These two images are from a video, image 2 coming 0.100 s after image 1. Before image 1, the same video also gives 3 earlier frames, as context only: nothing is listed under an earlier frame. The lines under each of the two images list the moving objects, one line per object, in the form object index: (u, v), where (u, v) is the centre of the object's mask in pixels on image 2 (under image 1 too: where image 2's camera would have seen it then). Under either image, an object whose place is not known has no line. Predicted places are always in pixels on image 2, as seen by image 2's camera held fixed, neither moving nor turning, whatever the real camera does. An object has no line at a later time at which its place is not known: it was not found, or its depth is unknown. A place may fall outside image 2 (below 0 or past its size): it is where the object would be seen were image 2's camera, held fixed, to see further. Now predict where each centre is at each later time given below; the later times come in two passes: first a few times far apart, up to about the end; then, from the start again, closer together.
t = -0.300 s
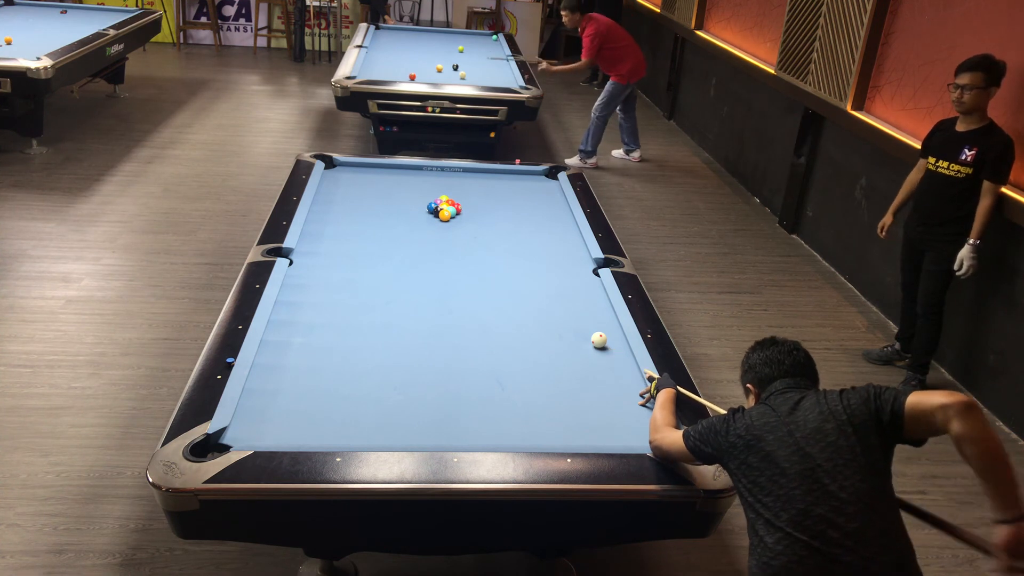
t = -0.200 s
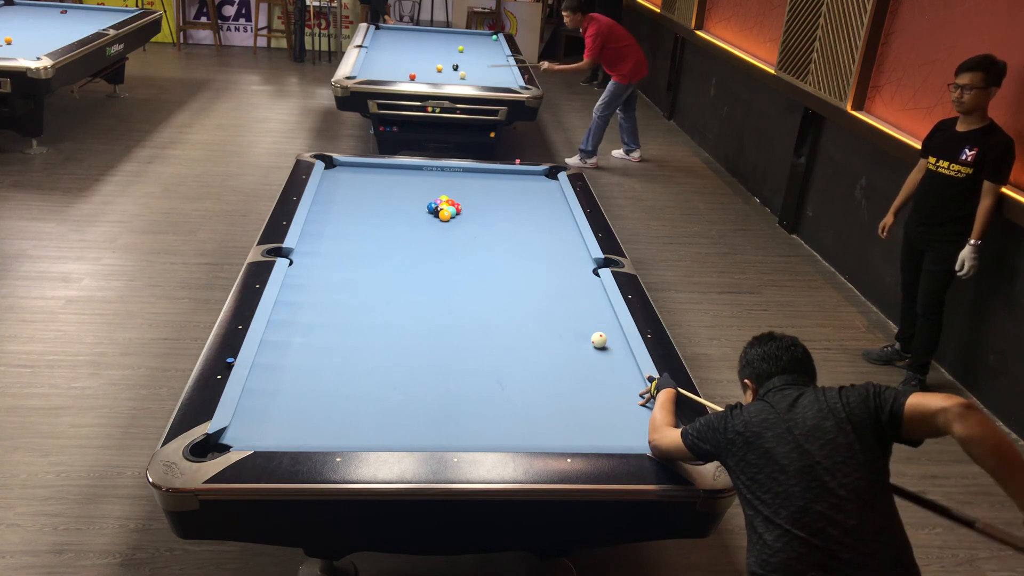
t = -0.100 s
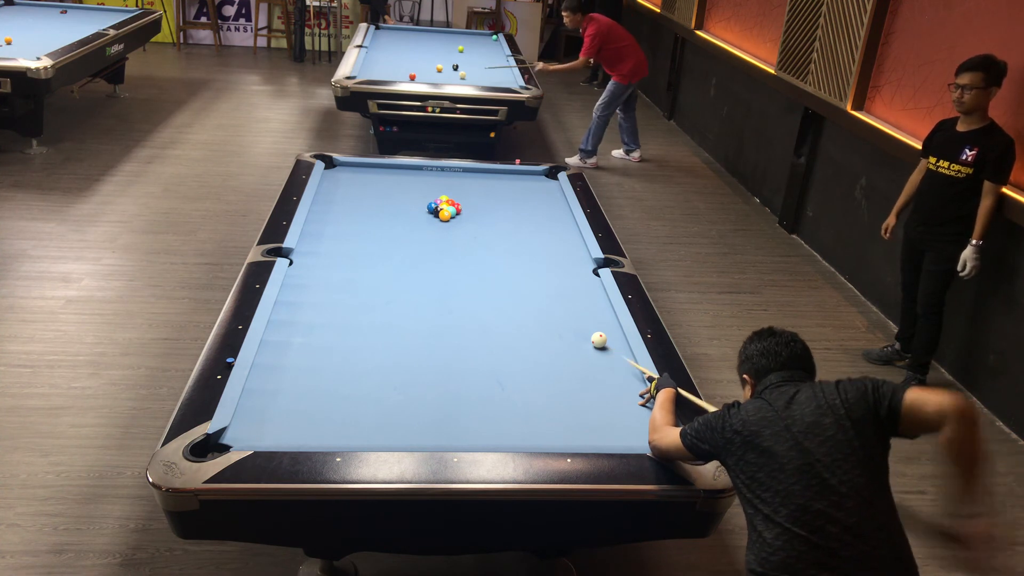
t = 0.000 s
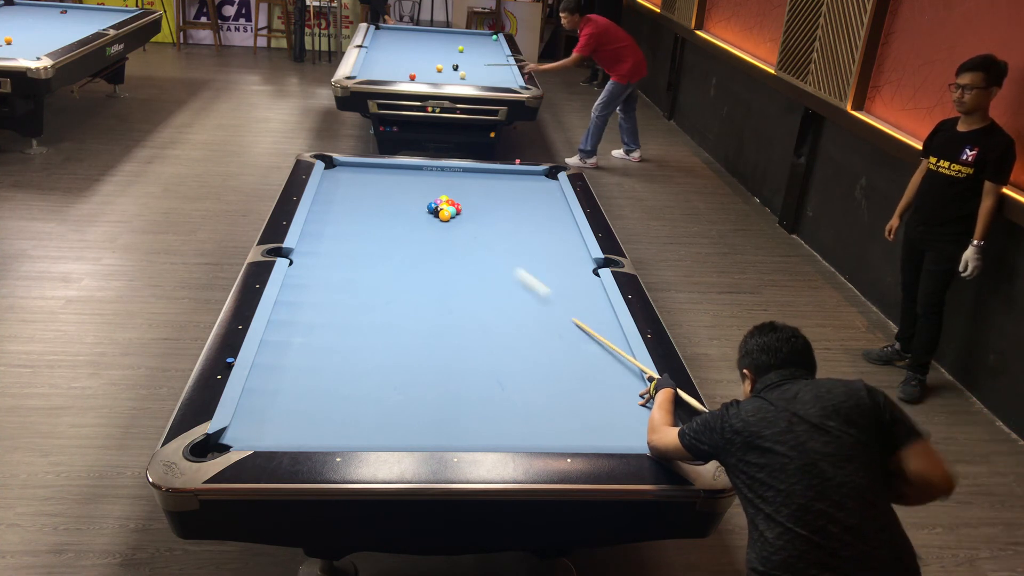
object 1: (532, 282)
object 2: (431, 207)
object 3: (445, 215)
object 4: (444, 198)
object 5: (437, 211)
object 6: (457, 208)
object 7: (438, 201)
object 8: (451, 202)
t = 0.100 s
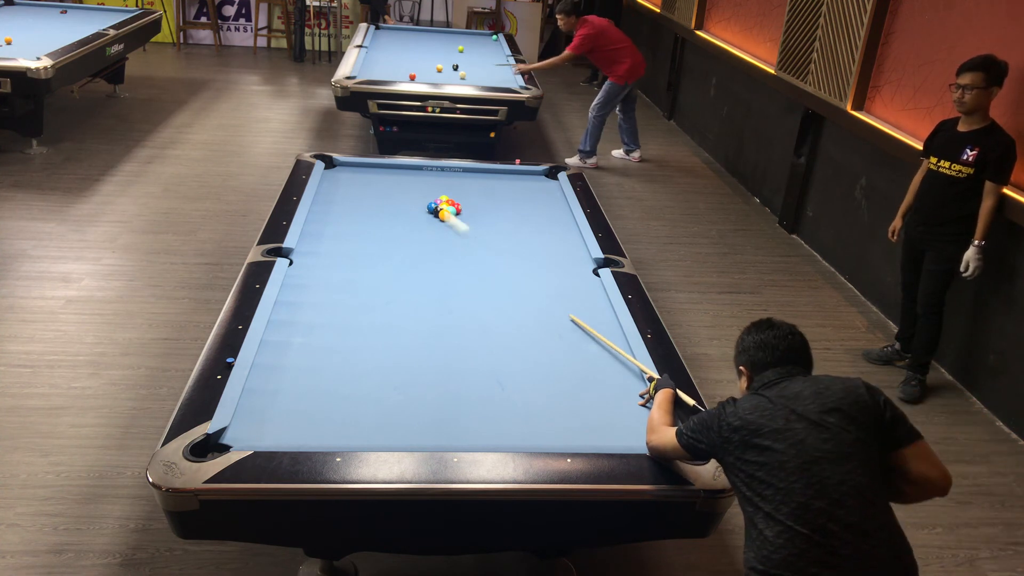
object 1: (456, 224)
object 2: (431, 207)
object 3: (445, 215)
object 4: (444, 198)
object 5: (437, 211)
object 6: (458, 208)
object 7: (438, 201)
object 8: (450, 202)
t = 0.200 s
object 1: (454, 223)
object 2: (363, 189)
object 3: (429, 221)
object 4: (454, 187)
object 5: (414, 213)
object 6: (478, 202)
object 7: (436, 201)
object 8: (464, 198)
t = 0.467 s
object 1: (466, 230)
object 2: (411, 171)
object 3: (391, 236)
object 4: (476, 177)
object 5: (356, 216)
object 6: (527, 187)
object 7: (429, 193)
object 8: (493, 184)
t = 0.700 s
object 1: (477, 237)
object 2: (479, 174)
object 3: (355, 252)
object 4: (491, 191)
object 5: (315, 218)
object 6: (547, 177)
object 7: (425, 186)
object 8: (515, 173)
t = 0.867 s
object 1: (484, 242)
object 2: (522, 180)
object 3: (328, 263)
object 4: (503, 201)
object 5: (333, 223)
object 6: (534, 173)
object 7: (421, 182)
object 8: (529, 176)
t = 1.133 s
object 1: (495, 249)
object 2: (539, 192)
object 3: (295, 282)
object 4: (522, 219)
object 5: (361, 229)
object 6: (513, 177)
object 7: (416, 176)
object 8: (551, 181)
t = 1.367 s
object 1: (504, 255)
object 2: (515, 203)
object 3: (308, 299)
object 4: (540, 235)
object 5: (385, 235)
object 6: (497, 179)
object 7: (412, 170)
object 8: (549, 184)
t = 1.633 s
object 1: (514, 263)
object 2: (485, 217)
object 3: (324, 319)
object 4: (562, 255)
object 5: (411, 241)
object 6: (479, 182)
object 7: (408, 168)
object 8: (541, 188)
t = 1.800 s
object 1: (520, 267)
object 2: (466, 226)
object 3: (334, 332)
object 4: (577, 268)
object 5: (427, 245)
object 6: (467, 184)
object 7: (406, 170)
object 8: (536, 190)
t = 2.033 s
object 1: (528, 273)
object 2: (436, 240)
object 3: (350, 351)
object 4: (597, 287)
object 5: (449, 250)
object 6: (452, 186)
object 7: (404, 172)
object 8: (529, 193)
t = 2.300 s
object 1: (537, 279)
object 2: (401, 258)
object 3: (368, 373)
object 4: (597, 307)
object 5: (474, 257)
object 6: (435, 189)
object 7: (402, 174)
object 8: (522, 196)
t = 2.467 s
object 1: (542, 283)
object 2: (376, 270)
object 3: (379, 388)
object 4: (596, 320)
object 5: (488, 260)
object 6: (424, 190)
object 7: (400, 175)
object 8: (518, 198)
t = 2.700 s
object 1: (549, 288)
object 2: (340, 287)
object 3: (396, 410)
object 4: (596, 340)
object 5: (509, 265)
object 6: (409, 192)
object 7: (398, 176)
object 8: (512, 200)
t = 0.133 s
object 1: (451, 220)
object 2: (413, 202)
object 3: (440, 216)
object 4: (447, 195)
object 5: (431, 211)
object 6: (463, 206)
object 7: (437, 201)
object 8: (454, 201)
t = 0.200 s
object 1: (454, 223)
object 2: (363, 189)
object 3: (429, 221)
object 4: (454, 187)
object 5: (414, 213)
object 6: (478, 202)
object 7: (436, 201)
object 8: (464, 198)
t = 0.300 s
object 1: (459, 226)
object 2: (342, 177)
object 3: (415, 226)
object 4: (464, 175)
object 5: (391, 214)
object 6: (499, 195)
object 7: (433, 197)
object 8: (476, 192)
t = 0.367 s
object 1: (462, 228)
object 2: (373, 174)
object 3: (406, 230)
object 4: (469, 171)
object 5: (377, 215)
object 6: (511, 192)
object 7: (432, 195)
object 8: (483, 189)
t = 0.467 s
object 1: (466, 230)
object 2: (411, 171)
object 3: (391, 236)
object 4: (476, 177)
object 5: (356, 216)
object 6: (527, 187)
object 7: (429, 193)
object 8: (493, 184)
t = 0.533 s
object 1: (469, 233)
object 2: (434, 170)
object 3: (381, 241)
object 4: (480, 181)
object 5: (341, 217)
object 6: (538, 184)
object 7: (428, 191)
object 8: (500, 181)
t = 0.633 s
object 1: (474, 235)
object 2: (461, 172)
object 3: (366, 247)
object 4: (487, 187)
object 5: (319, 217)
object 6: (552, 179)
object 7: (426, 188)
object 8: (509, 176)
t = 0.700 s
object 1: (477, 237)
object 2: (479, 174)
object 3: (355, 252)
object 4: (491, 191)
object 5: (315, 218)
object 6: (547, 177)
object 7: (425, 186)
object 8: (515, 173)
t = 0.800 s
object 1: (481, 240)
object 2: (504, 177)
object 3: (339, 258)
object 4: (498, 197)
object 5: (326, 221)
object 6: (538, 174)
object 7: (422, 184)
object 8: (524, 174)
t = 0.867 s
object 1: (484, 242)
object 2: (522, 180)
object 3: (328, 263)
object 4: (503, 201)
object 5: (333, 223)
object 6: (534, 173)
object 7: (421, 182)
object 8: (529, 176)
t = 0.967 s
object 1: (488, 245)
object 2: (548, 184)
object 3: (311, 270)
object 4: (510, 208)
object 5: (343, 225)
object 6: (525, 175)
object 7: (419, 179)
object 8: (537, 178)
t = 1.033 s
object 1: (491, 246)
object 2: (551, 187)
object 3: (299, 275)
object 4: (515, 212)
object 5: (351, 227)
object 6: (520, 175)
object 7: (418, 178)
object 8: (542, 179)
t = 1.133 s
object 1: (495, 249)
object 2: (539, 192)
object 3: (295, 282)
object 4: (522, 219)
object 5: (361, 229)
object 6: (513, 177)
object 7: (416, 176)
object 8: (551, 181)
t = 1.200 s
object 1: (498, 251)
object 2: (532, 195)
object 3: (298, 287)
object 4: (527, 223)
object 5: (368, 231)
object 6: (509, 177)
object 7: (415, 174)
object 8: (554, 182)
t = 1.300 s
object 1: (501, 254)
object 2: (522, 200)
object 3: (304, 294)
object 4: (535, 230)
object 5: (378, 234)
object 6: (502, 178)
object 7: (413, 172)
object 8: (551, 183)
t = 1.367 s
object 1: (504, 255)
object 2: (515, 203)
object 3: (308, 299)
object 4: (540, 235)
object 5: (385, 235)
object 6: (497, 179)
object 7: (412, 170)
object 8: (549, 184)
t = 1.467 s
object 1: (508, 258)
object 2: (504, 208)
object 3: (314, 306)
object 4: (548, 242)
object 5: (395, 237)
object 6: (490, 180)
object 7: (410, 168)
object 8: (546, 185)
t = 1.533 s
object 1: (511, 260)
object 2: (497, 212)
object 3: (318, 312)
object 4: (554, 247)
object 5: (401, 239)
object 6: (485, 181)
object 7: (409, 167)
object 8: (544, 186)
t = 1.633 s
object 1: (514, 263)
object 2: (485, 217)
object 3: (324, 319)
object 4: (562, 255)
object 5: (411, 241)
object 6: (479, 182)
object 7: (408, 168)
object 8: (541, 188)
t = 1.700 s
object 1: (517, 264)
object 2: (478, 221)
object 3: (328, 324)
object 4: (568, 260)
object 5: (418, 243)
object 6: (474, 183)
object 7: (407, 169)
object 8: (539, 189)
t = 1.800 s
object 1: (520, 267)
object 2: (466, 226)
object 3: (334, 332)
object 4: (577, 268)
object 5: (427, 245)
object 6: (467, 184)
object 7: (406, 170)
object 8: (536, 190)
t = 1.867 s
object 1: (523, 269)
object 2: (458, 230)
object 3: (339, 337)
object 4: (583, 273)
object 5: (433, 247)
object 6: (463, 185)
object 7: (406, 170)
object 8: (534, 191)
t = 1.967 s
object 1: (526, 271)
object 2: (445, 236)
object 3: (345, 345)
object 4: (592, 282)
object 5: (443, 249)
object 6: (456, 186)
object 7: (405, 171)
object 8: (531, 192)
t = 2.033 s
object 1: (528, 273)
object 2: (436, 240)
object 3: (350, 351)
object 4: (597, 287)
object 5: (449, 250)
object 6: (452, 186)
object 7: (404, 172)
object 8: (529, 193)
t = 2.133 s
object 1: (532, 275)
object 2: (423, 247)
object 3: (356, 359)
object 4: (597, 295)
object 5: (458, 253)
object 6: (445, 187)
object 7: (404, 172)
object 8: (526, 194)
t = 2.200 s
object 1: (534, 277)
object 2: (414, 251)
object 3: (361, 365)
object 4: (597, 300)
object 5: (465, 254)
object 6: (441, 188)
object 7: (403, 173)
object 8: (525, 195)
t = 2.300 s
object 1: (537, 279)
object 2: (401, 258)
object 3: (368, 373)
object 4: (597, 307)
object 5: (474, 257)
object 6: (435, 189)
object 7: (402, 174)
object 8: (522, 196)
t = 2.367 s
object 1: (539, 281)
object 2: (391, 262)
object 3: (373, 379)
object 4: (596, 312)
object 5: (479, 258)
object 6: (430, 189)
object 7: (401, 174)
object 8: (521, 197)
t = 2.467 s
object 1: (542, 283)
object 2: (376, 270)
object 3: (379, 388)
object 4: (596, 320)
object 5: (488, 260)
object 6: (424, 190)
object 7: (400, 175)
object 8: (518, 198)
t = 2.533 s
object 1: (544, 284)
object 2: (366, 274)
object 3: (384, 394)
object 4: (596, 326)
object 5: (494, 261)
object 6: (420, 191)
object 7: (400, 175)
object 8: (516, 199)
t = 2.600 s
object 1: (546, 286)
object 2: (356, 280)
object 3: (389, 400)
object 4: (596, 332)
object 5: (500, 263)
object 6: (416, 192)
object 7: (399, 175)
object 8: (515, 199)
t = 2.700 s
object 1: (549, 288)
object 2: (340, 287)
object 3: (396, 410)
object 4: (596, 340)
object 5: (509, 265)
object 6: (409, 192)
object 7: (398, 176)
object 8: (512, 200)
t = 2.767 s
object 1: (551, 290)
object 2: (329, 292)
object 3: (401, 416)
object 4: (596, 346)
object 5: (514, 266)
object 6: (406, 193)
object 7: (398, 176)
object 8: (511, 201)
